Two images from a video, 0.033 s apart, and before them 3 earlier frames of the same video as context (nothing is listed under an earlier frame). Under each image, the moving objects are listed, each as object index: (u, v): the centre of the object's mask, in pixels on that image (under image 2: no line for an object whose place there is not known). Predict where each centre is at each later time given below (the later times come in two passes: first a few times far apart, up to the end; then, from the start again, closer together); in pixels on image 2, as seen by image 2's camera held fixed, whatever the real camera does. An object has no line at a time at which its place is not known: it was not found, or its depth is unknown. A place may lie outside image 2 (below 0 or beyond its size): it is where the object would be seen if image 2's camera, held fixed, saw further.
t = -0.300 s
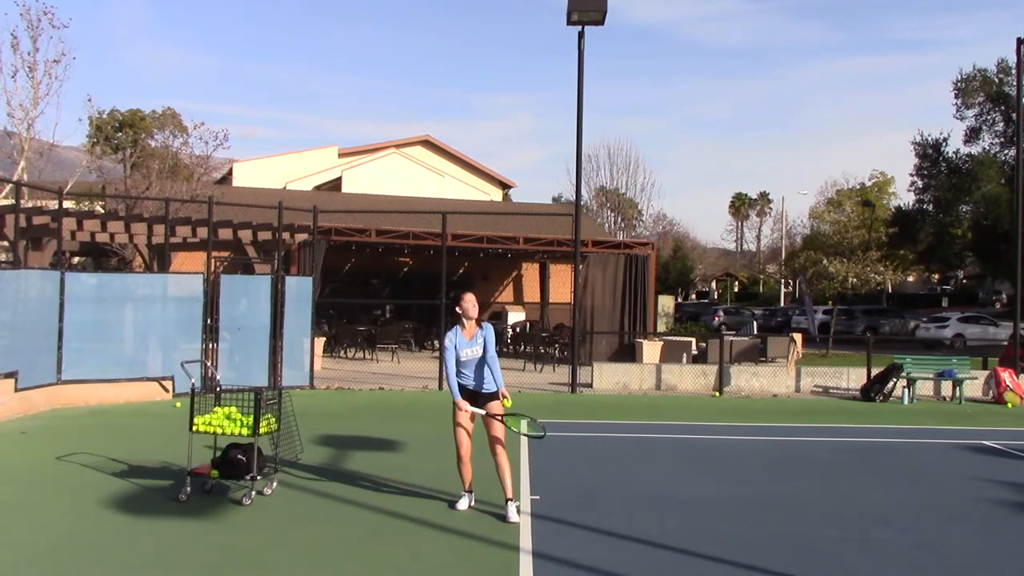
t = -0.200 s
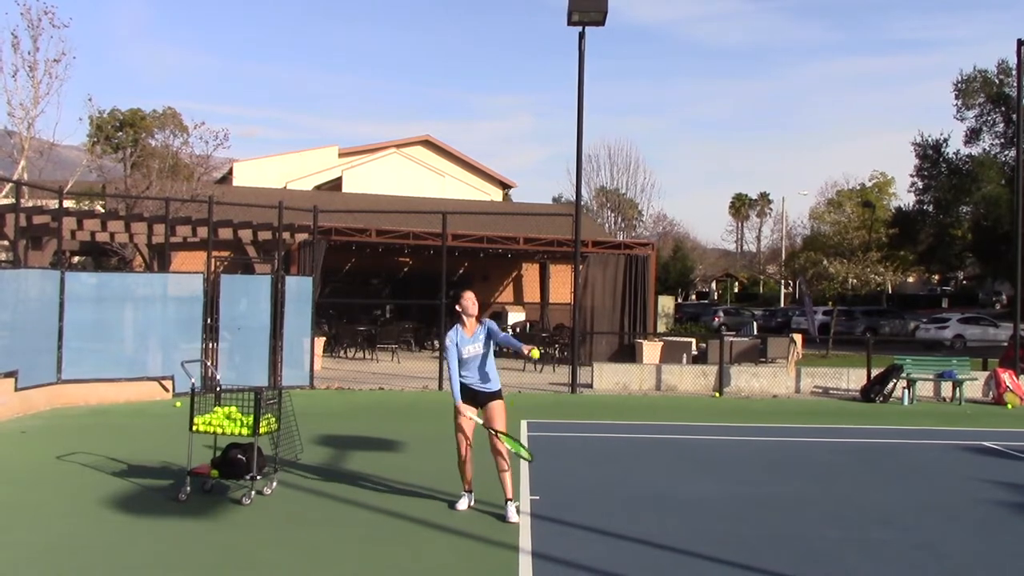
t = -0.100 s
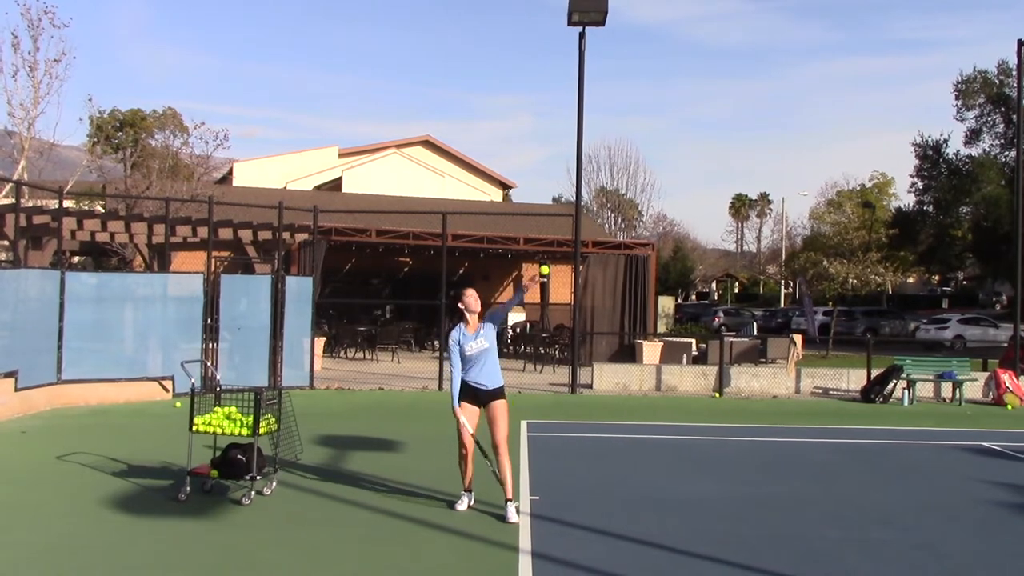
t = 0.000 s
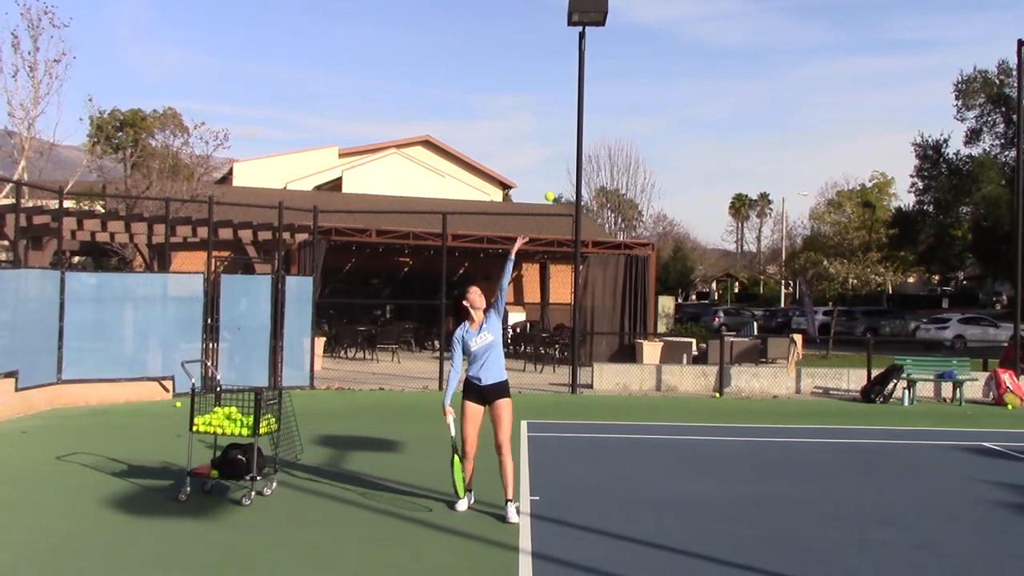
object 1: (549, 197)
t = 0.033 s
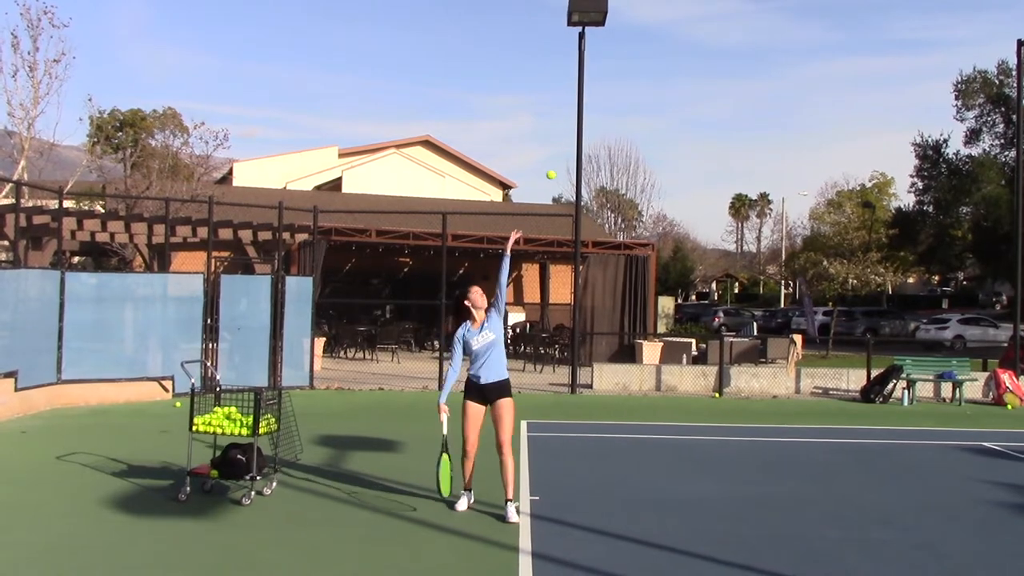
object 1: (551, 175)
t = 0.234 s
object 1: (560, 78)
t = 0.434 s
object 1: (568, 36)
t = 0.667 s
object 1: (575, 56)
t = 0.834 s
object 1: (579, 114)
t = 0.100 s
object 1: (554, 136)
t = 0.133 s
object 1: (556, 119)
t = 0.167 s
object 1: (557, 104)
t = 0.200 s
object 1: (558, 90)
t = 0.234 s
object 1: (560, 78)
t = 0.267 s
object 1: (561, 67)
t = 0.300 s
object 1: (563, 58)
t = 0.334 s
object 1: (564, 50)
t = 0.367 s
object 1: (565, 44)
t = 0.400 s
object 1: (567, 40)
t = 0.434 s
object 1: (568, 36)
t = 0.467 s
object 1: (569, 35)
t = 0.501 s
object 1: (570, 35)
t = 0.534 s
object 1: (571, 36)
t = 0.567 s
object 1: (572, 39)
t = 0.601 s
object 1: (573, 43)
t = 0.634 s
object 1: (574, 48)
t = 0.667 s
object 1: (575, 56)
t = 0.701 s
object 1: (576, 64)
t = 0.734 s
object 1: (576, 75)
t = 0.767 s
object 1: (578, 87)
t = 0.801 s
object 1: (578, 99)
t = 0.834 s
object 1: (579, 114)
